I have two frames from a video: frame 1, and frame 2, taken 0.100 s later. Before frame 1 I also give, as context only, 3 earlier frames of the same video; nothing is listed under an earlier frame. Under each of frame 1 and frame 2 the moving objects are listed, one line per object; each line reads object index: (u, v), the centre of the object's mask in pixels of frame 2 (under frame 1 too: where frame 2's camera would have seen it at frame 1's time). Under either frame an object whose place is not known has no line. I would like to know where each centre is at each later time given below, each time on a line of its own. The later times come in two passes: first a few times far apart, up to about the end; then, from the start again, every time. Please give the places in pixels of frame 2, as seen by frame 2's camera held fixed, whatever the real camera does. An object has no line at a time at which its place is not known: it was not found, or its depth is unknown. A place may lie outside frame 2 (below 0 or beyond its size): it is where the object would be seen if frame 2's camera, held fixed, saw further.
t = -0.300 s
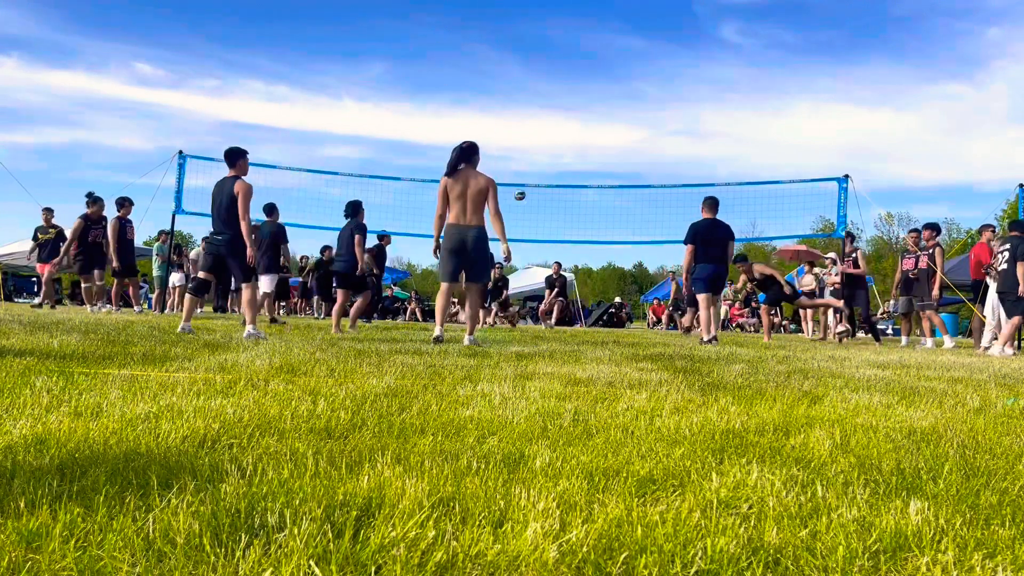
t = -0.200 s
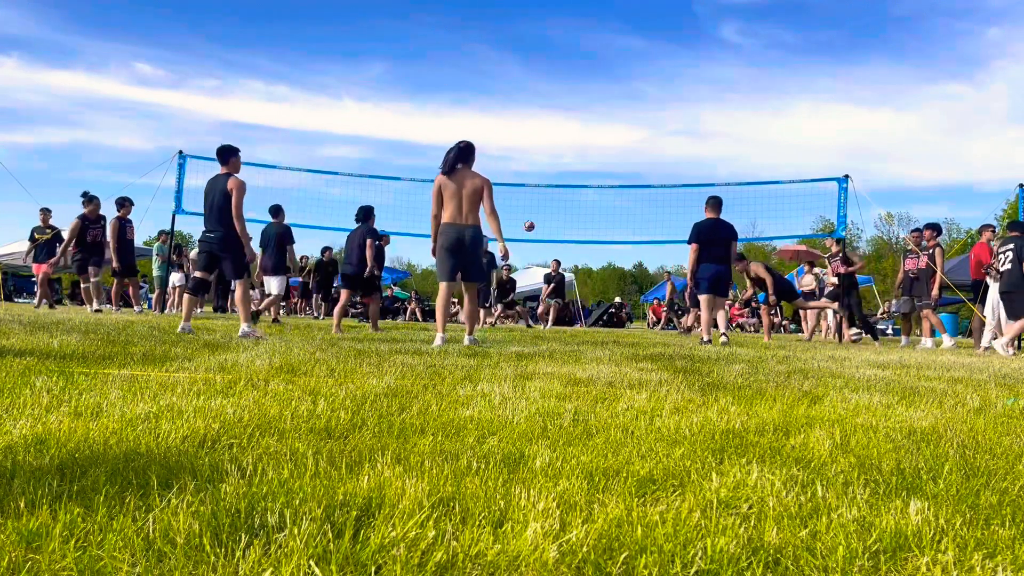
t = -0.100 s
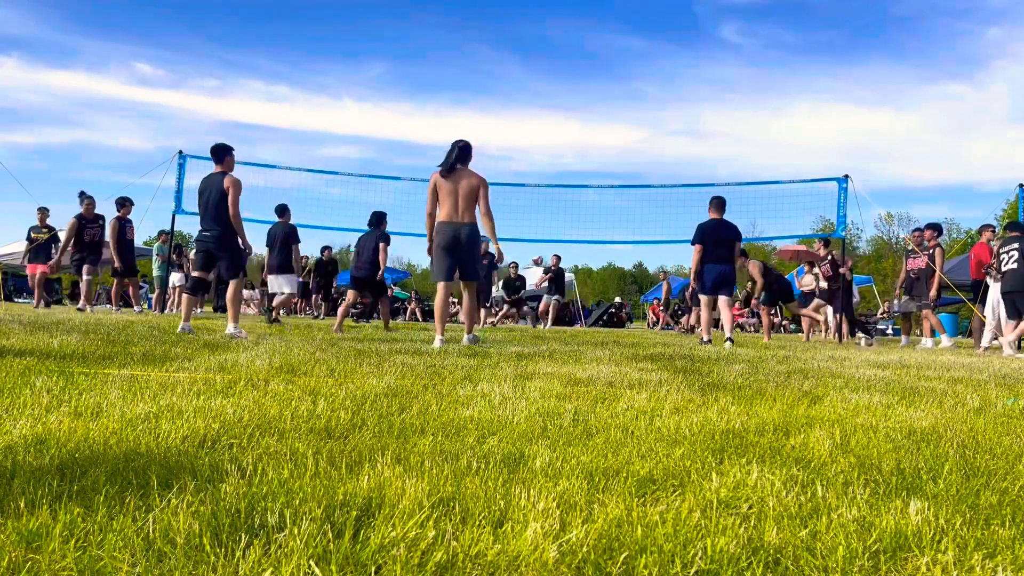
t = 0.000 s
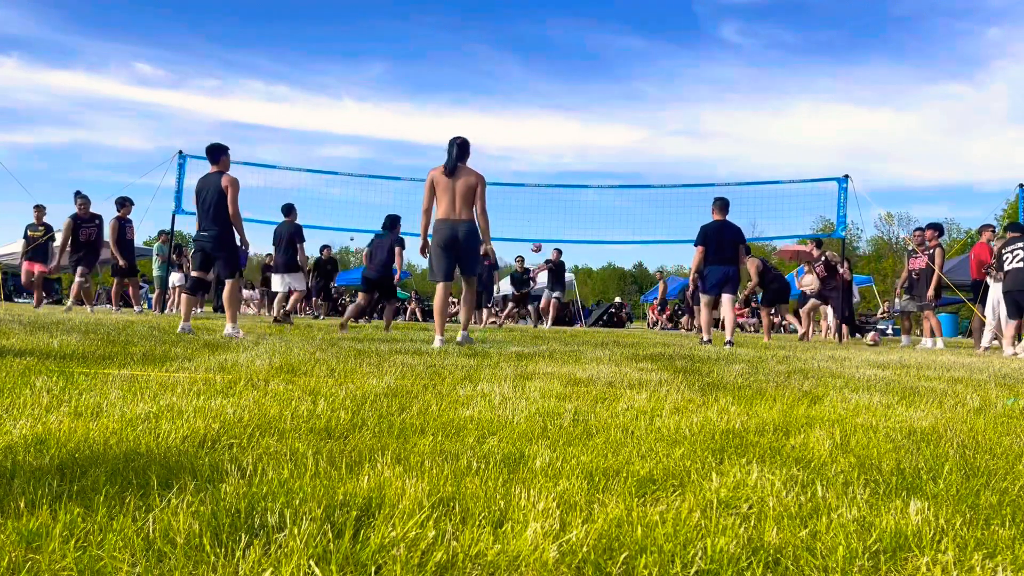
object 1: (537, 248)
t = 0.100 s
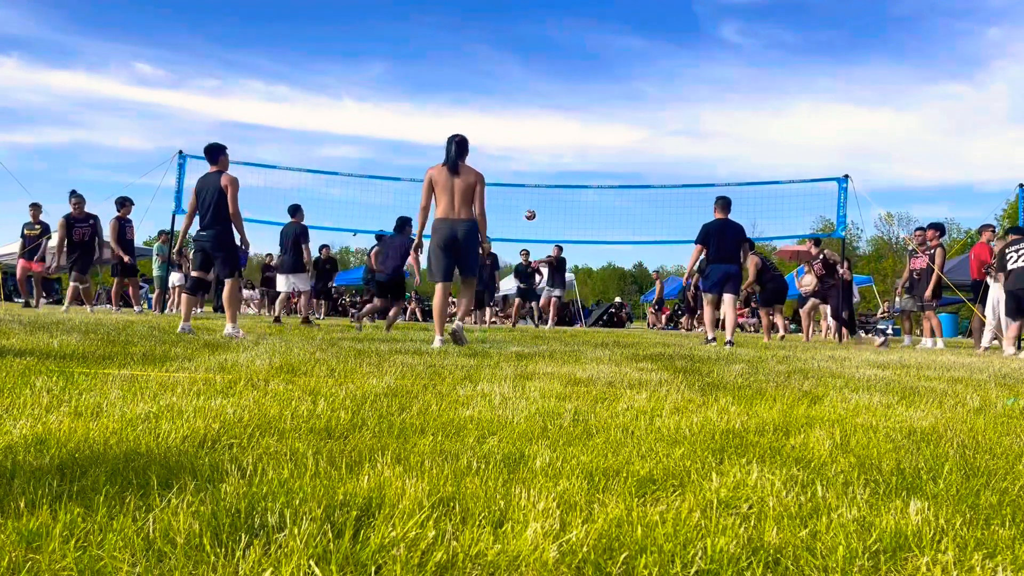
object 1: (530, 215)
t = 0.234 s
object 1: (521, 179)
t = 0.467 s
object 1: (504, 139)
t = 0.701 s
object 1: (485, 128)
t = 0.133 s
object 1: (528, 205)
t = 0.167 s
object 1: (526, 196)
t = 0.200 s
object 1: (524, 187)
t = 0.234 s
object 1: (521, 179)
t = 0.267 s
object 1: (519, 171)
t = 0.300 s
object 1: (517, 165)
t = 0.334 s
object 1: (515, 159)
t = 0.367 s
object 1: (512, 153)
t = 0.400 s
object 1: (509, 147)
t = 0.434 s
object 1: (507, 143)
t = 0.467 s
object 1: (504, 139)
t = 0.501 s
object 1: (501, 135)
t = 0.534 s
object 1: (499, 133)
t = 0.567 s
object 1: (496, 130)
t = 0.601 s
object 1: (493, 129)
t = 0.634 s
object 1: (490, 128)
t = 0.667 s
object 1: (487, 127)
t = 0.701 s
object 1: (485, 128)
